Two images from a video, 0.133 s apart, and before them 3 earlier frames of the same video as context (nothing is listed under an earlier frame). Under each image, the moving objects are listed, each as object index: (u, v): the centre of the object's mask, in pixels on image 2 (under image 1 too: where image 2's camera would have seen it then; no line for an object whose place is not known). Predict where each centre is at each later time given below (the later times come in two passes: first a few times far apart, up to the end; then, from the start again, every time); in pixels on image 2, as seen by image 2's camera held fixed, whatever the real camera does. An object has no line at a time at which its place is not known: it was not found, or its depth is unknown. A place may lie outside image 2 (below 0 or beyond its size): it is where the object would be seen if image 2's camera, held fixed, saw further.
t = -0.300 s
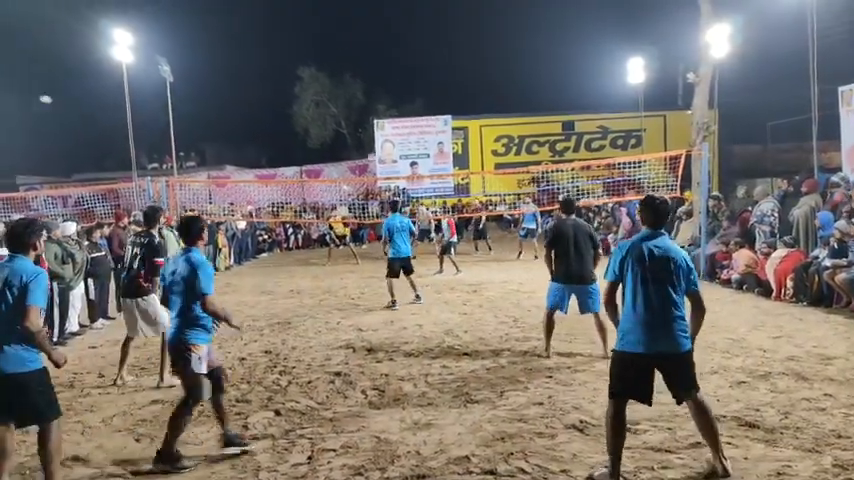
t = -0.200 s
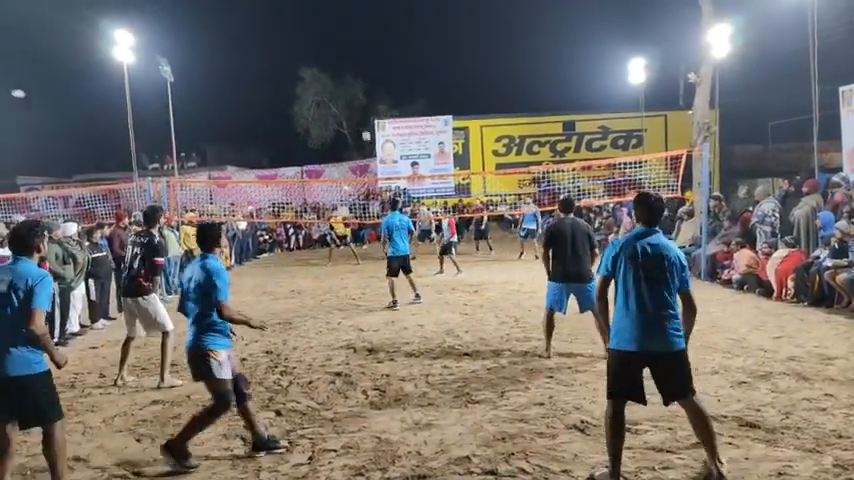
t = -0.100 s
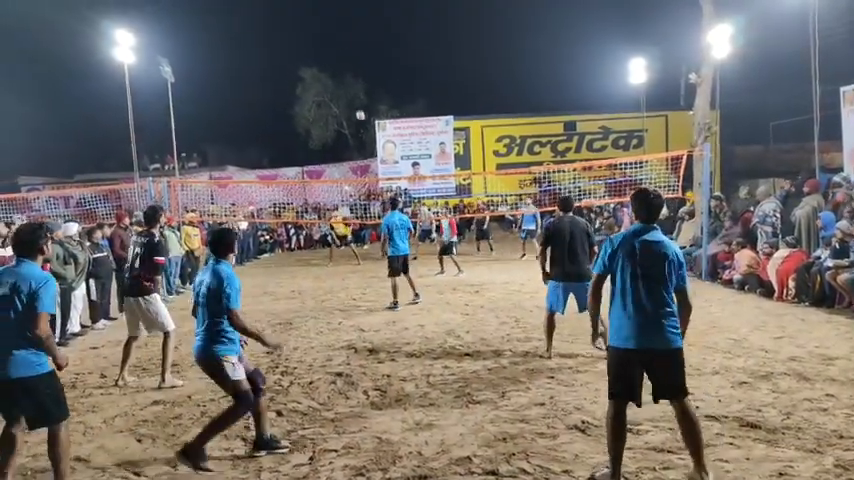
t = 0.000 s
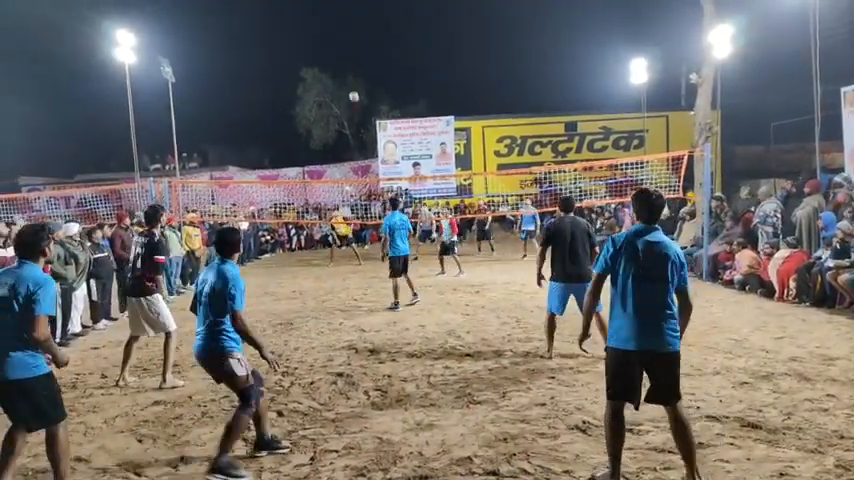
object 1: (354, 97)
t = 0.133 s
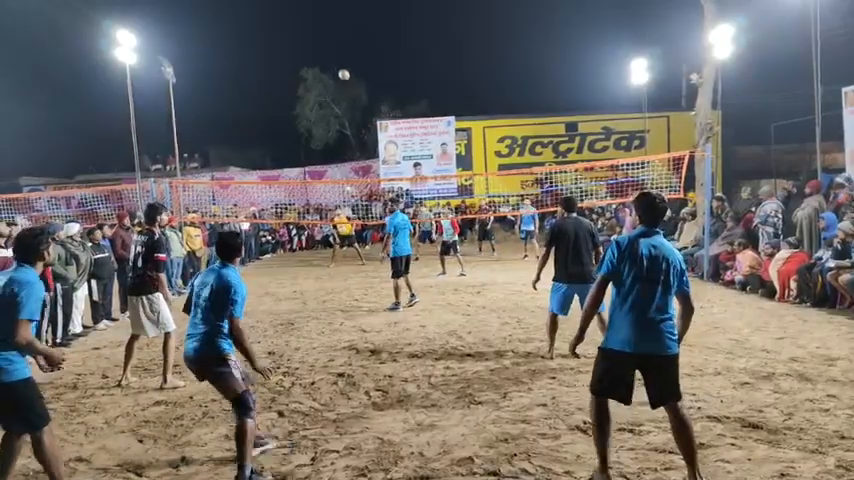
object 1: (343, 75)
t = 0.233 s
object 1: (334, 61)
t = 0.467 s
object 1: (307, 46)
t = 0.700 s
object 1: (266, 68)
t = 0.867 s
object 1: (224, 128)
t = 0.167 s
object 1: (341, 70)
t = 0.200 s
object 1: (337, 66)
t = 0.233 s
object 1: (334, 61)
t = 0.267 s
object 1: (331, 58)
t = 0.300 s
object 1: (327, 54)
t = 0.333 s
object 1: (323, 52)
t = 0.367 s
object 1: (320, 49)
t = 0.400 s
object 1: (315, 48)
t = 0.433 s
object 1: (311, 47)
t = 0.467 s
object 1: (307, 46)
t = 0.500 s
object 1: (302, 46)
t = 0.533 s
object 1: (297, 48)
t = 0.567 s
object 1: (291, 50)
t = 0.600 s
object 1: (286, 53)
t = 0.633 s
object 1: (280, 56)
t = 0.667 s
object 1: (273, 61)
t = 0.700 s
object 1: (266, 68)
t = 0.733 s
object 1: (259, 76)
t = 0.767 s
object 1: (251, 86)
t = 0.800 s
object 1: (243, 97)
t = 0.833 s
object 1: (234, 110)
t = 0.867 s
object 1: (224, 128)
